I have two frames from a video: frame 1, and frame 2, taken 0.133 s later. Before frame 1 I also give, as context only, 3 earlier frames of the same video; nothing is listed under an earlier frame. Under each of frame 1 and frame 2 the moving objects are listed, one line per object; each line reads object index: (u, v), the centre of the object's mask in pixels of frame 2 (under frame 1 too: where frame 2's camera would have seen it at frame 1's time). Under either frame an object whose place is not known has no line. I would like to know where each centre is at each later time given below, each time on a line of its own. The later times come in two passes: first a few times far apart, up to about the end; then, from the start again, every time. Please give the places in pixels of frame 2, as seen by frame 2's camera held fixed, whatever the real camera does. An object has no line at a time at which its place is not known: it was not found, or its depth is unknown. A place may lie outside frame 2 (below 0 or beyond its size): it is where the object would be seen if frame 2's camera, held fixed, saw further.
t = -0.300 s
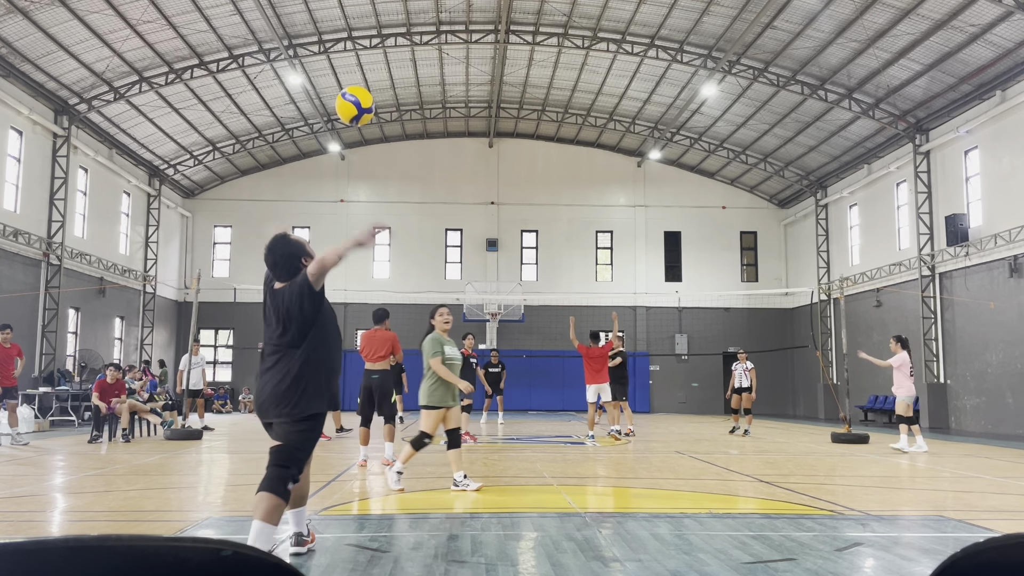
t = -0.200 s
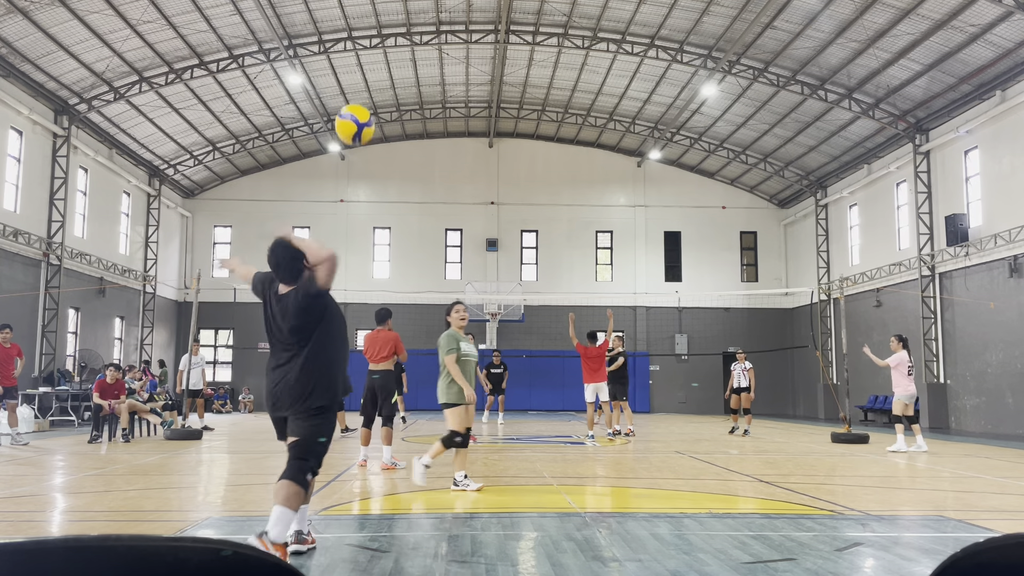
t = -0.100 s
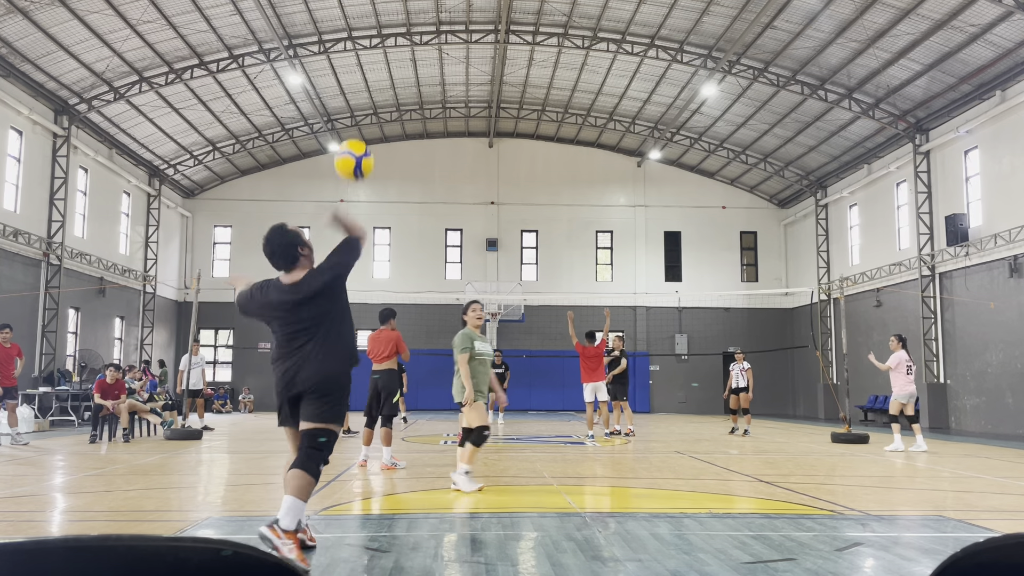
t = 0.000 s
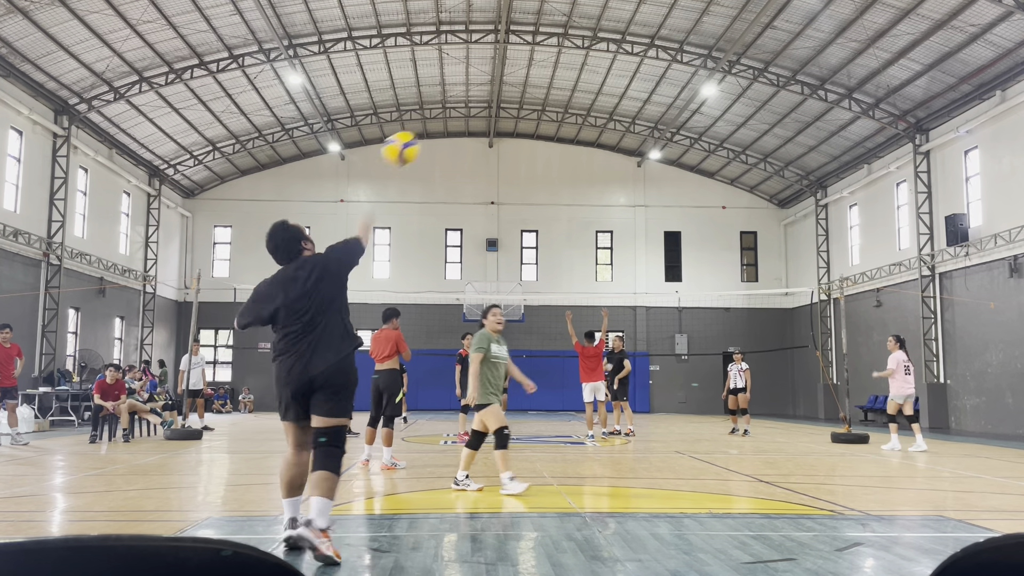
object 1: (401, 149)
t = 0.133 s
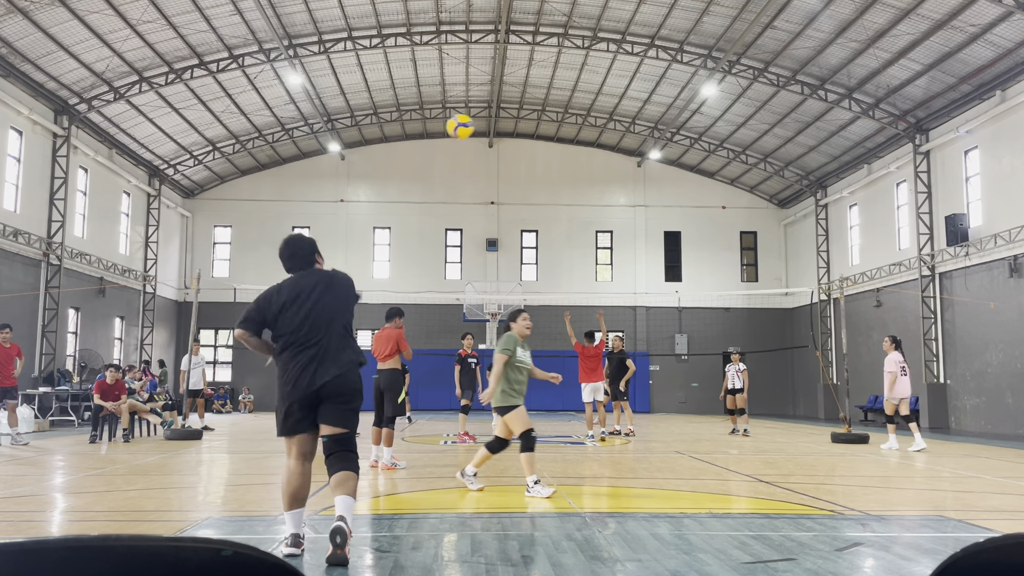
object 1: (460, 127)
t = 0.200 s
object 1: (479, 127)
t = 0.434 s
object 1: (528, 159)
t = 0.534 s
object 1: (544, 180)
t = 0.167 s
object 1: (471, 126)
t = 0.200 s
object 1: (479, 127)
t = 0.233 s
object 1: (488, 129)
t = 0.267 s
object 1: (496, 132)
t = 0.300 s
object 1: (502, 136)
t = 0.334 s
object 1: (509, 140)
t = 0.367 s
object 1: (516, 146)
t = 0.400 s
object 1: (522, 153)
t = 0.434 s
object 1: (528, 159)
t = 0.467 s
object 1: (533, 165)
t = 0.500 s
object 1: (539, 173)
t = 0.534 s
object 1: (544, 180)
